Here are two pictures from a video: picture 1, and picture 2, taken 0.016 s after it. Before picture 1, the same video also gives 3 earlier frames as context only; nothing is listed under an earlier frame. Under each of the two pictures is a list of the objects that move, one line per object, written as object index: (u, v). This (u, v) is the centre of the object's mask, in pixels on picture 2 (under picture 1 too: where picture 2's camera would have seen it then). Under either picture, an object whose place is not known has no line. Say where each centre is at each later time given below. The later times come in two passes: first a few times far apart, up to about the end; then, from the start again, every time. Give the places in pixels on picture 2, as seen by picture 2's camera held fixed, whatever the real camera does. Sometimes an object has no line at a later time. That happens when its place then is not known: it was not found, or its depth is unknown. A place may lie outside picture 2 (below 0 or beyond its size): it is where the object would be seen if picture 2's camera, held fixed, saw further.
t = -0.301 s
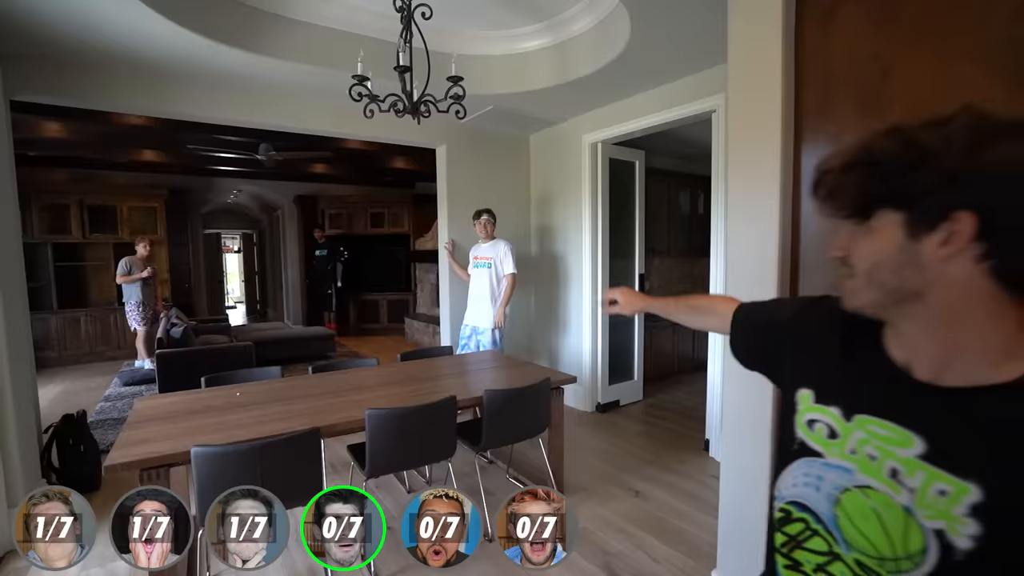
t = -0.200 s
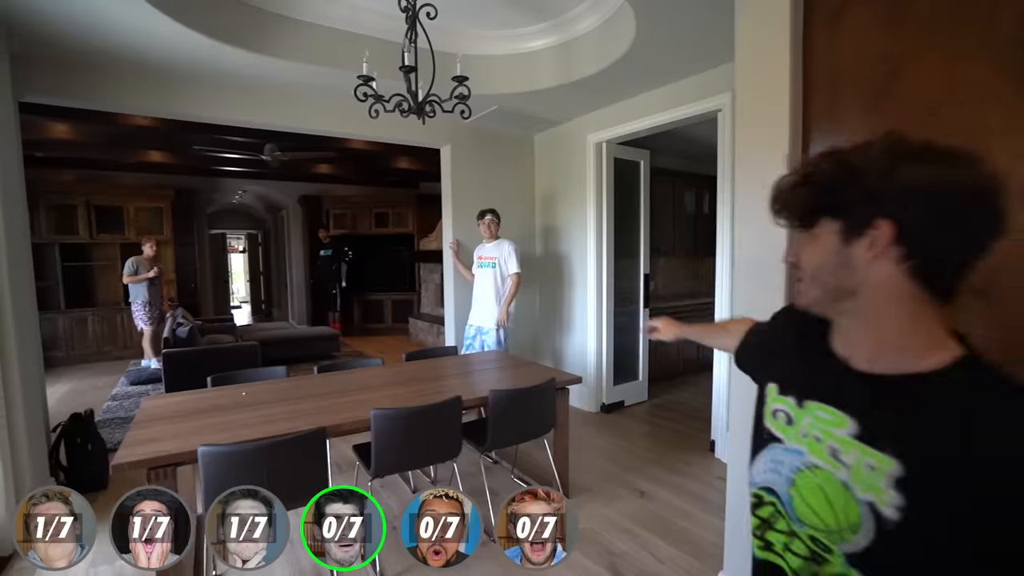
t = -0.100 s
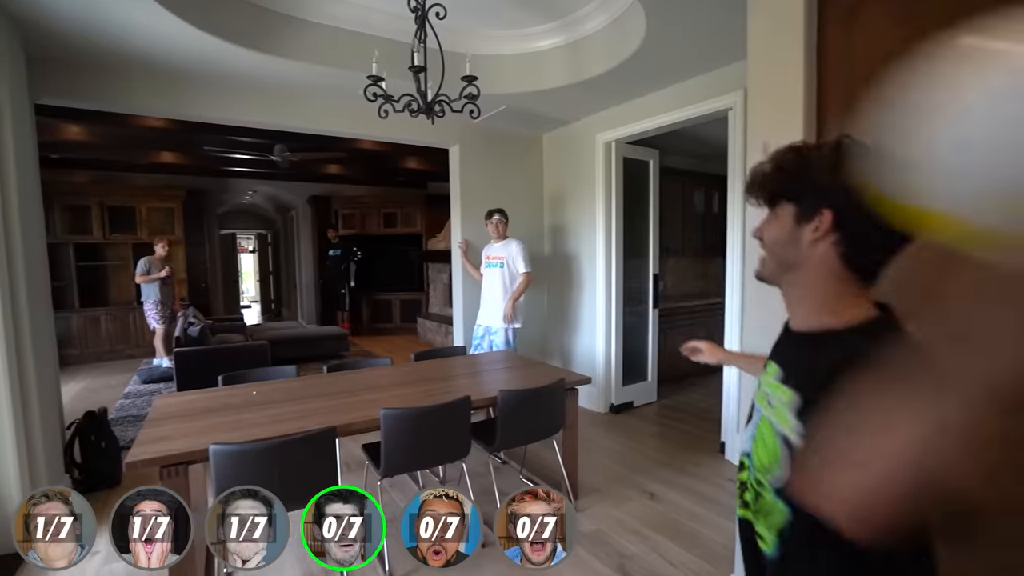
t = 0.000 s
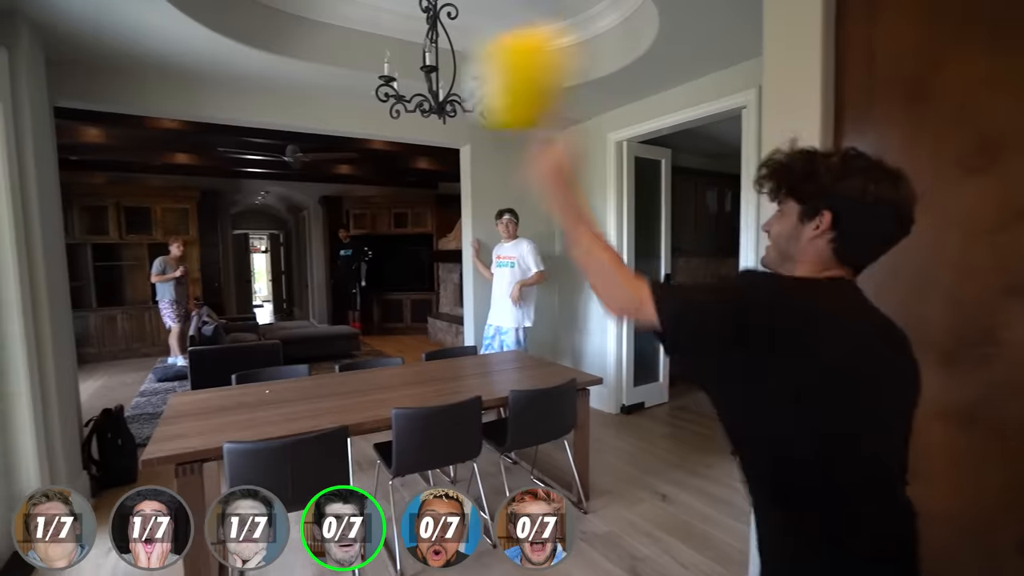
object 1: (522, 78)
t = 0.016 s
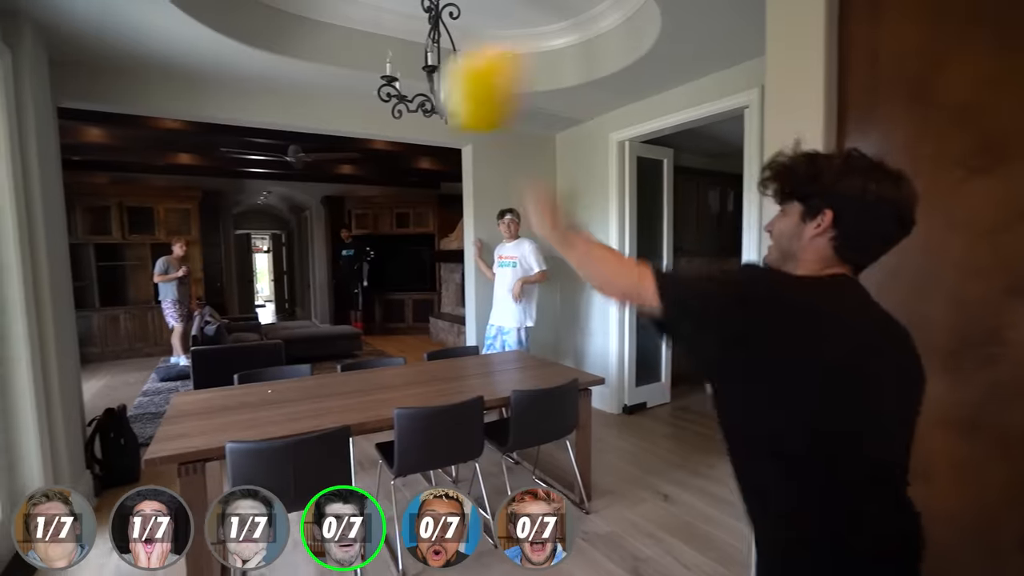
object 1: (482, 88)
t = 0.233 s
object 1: (330, 156)
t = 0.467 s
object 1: (297, 213)
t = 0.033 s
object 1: (451, 94)
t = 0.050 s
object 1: (428, 101)
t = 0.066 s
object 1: (409, 108)
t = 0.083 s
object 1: (395, 113)
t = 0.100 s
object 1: (383, 118)
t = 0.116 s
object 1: (372, 124)
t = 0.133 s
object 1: (362, 129)
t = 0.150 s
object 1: (355, 134)
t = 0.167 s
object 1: (348, 138)
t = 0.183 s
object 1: (343, 143)
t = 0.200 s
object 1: (338, 148)
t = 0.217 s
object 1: (334, 152)
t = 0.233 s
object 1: (330, 156)
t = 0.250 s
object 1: (326, 160)
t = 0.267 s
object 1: (322, 165)
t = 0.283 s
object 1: (319, 169)
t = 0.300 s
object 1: (316, 173)
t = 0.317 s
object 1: (313, 177)
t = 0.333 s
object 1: (311, 181)
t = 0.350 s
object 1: (309, 185)
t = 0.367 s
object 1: (307, 189)
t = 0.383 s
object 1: (305, 193)
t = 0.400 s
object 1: (303, 197)
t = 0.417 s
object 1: (301, 202)
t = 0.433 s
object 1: (300, 205)
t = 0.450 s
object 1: (299, 209)
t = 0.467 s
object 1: (297, 213)
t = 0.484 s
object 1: (297, 217)
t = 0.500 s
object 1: (295, 221)
